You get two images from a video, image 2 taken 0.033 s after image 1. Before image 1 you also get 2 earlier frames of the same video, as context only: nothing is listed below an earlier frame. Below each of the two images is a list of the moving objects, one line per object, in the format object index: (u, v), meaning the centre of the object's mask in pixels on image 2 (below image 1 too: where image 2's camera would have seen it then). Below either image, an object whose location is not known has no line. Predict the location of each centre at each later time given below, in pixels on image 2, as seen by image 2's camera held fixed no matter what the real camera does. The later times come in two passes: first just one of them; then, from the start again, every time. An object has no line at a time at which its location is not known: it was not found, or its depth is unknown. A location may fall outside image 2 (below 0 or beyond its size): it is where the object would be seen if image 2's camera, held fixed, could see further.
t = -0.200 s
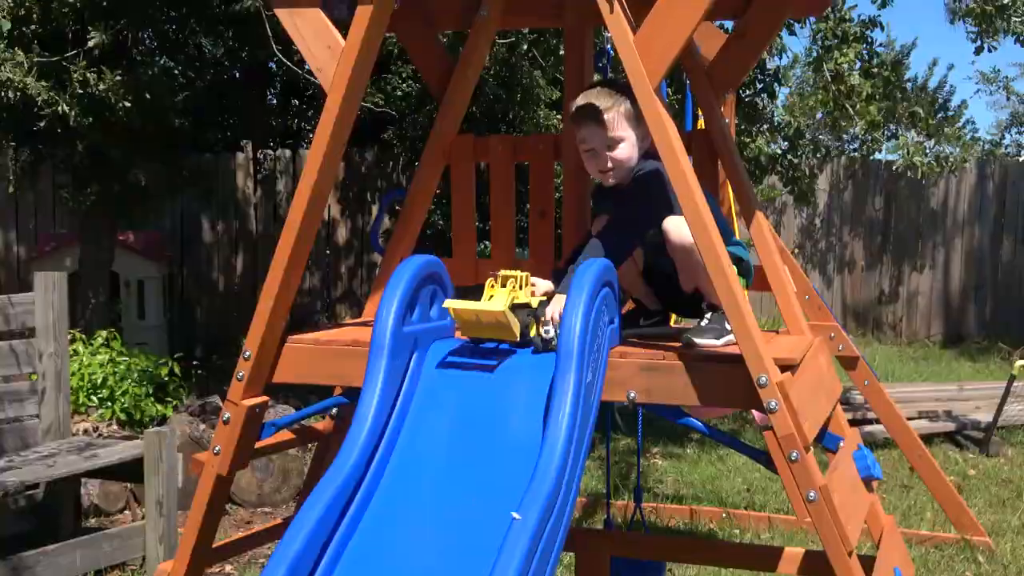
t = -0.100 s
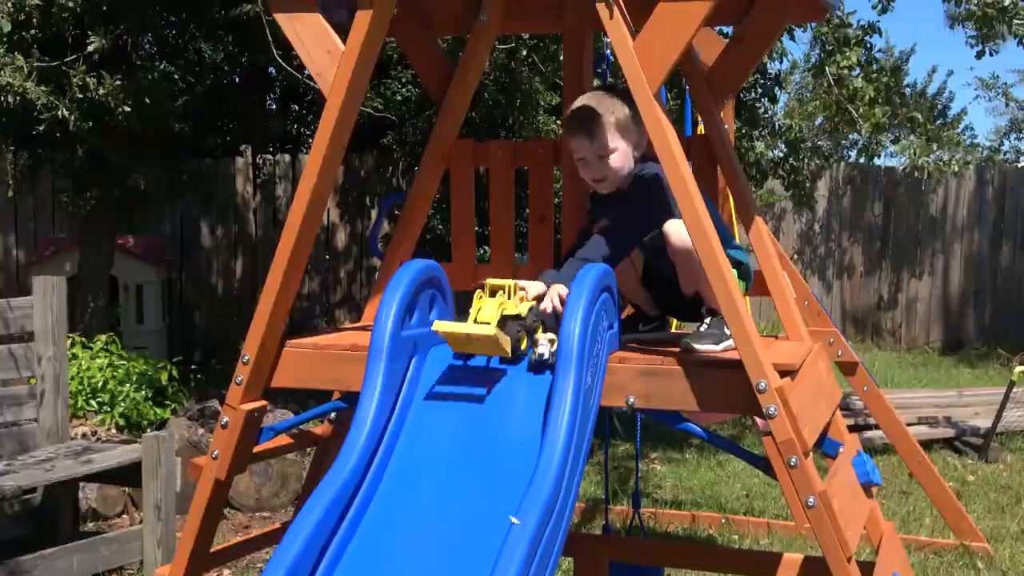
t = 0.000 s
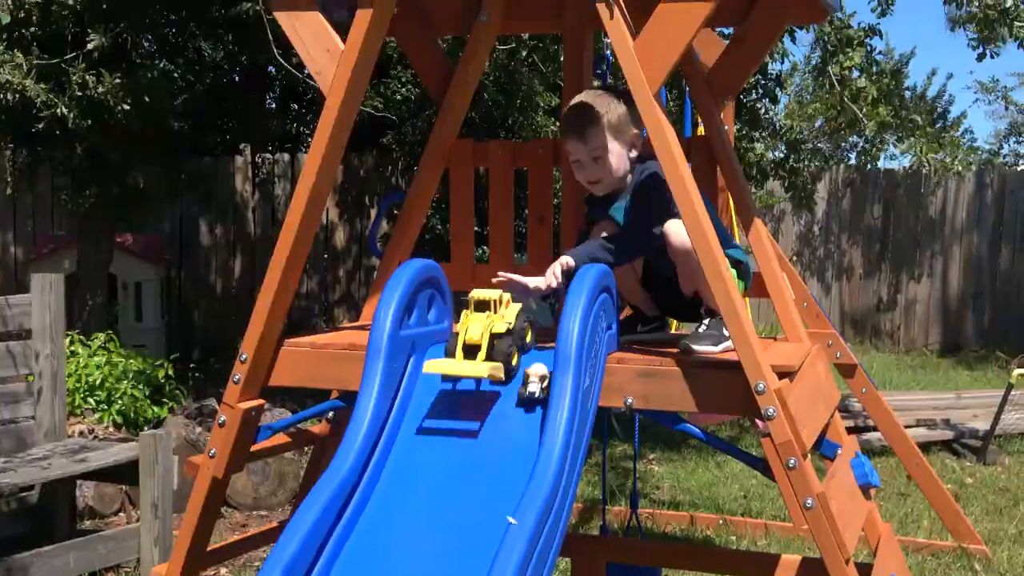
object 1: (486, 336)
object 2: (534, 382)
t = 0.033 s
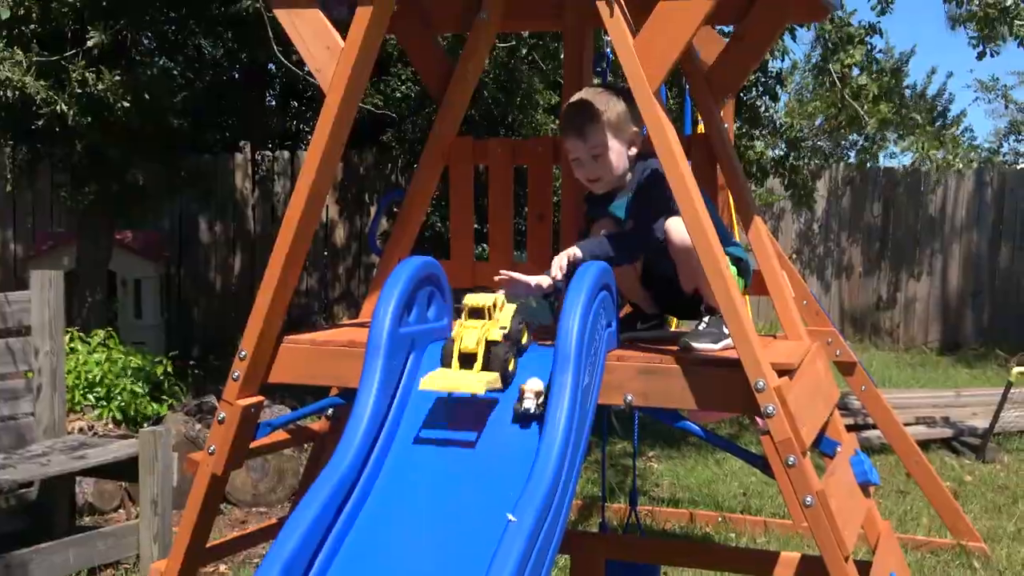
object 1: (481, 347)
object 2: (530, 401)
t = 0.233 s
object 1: (439, 473)
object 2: (470, 549)
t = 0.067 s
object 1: (476, 362)
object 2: (525, 423)
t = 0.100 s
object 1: (471, 379)
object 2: (520, 446)
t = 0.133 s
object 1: (465, 400)
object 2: (511, 470)
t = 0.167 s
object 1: (458, 424)
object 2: (501, 496)
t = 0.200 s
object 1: (449, 448)
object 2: (488, 522)
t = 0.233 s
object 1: (439, 473)
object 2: (470, 549)
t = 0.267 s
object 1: (426, 497)
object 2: (451, 576)
